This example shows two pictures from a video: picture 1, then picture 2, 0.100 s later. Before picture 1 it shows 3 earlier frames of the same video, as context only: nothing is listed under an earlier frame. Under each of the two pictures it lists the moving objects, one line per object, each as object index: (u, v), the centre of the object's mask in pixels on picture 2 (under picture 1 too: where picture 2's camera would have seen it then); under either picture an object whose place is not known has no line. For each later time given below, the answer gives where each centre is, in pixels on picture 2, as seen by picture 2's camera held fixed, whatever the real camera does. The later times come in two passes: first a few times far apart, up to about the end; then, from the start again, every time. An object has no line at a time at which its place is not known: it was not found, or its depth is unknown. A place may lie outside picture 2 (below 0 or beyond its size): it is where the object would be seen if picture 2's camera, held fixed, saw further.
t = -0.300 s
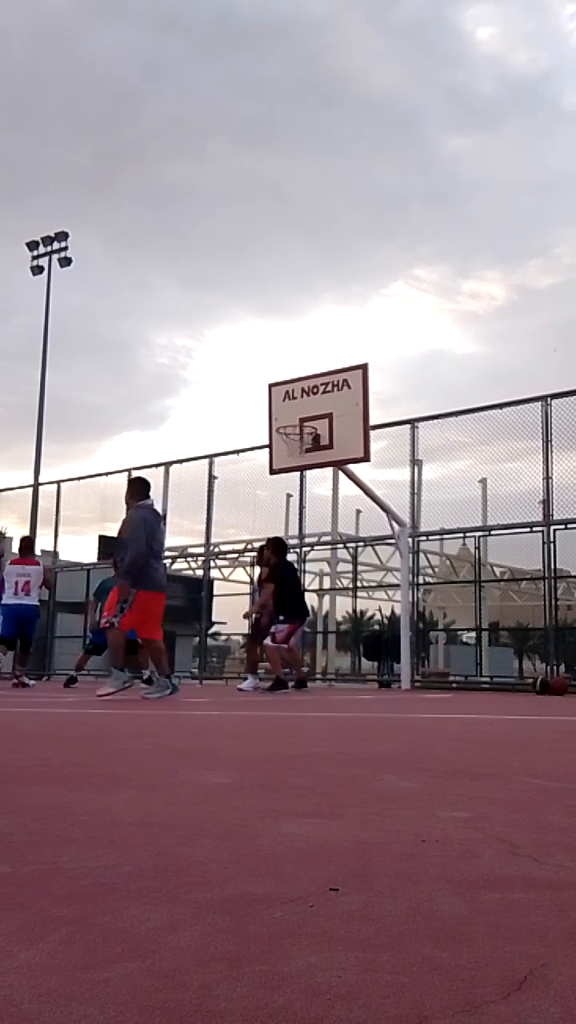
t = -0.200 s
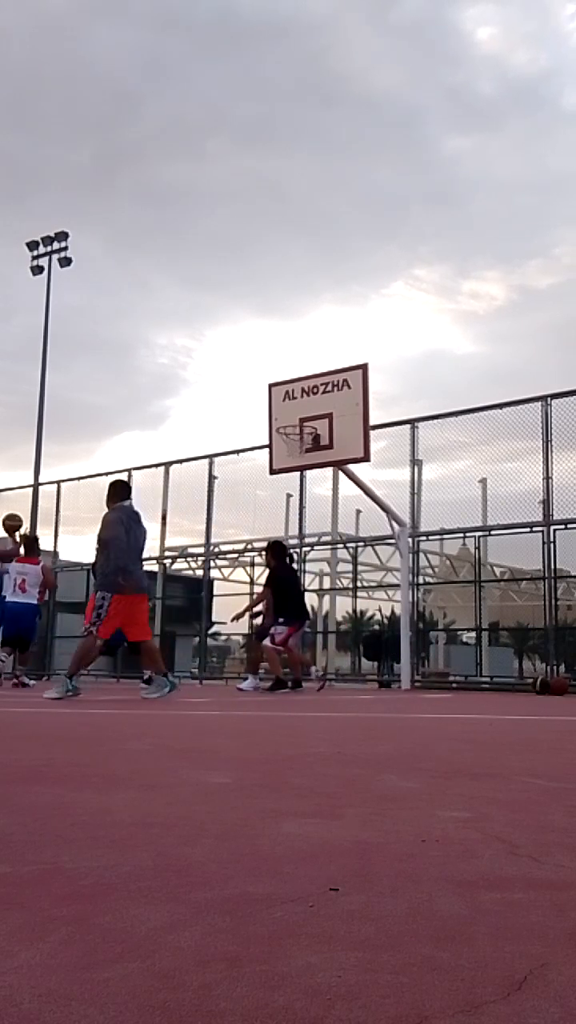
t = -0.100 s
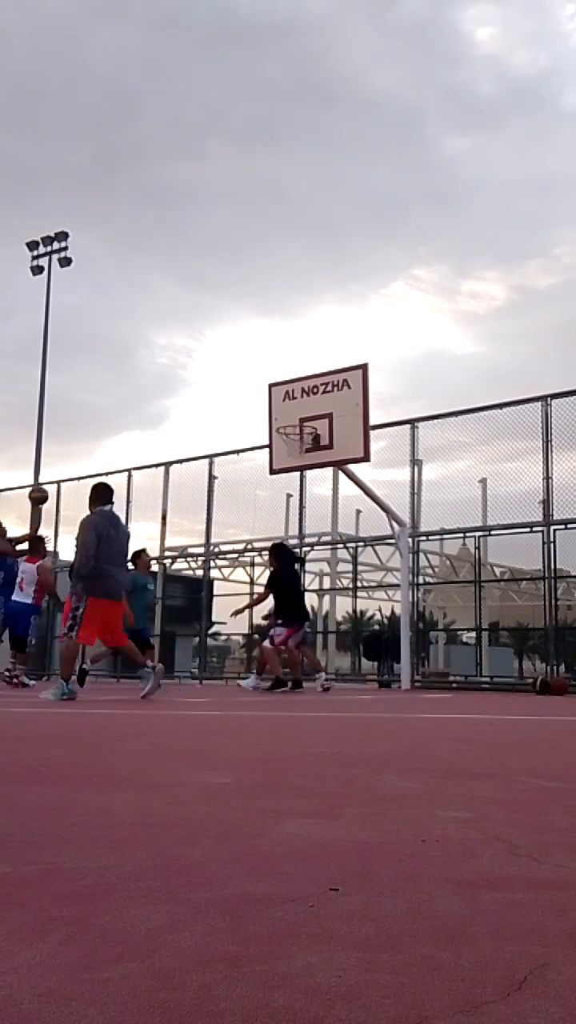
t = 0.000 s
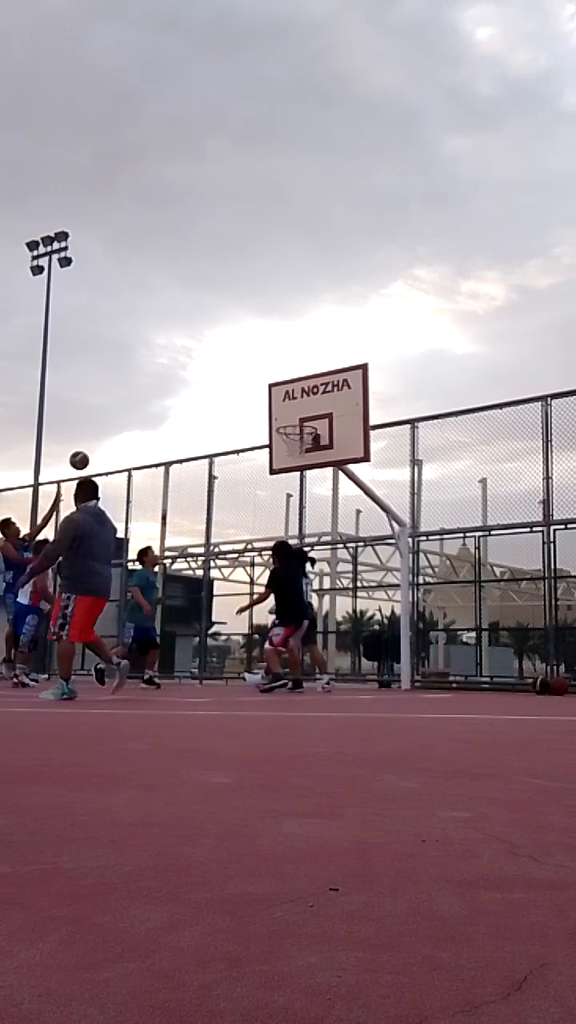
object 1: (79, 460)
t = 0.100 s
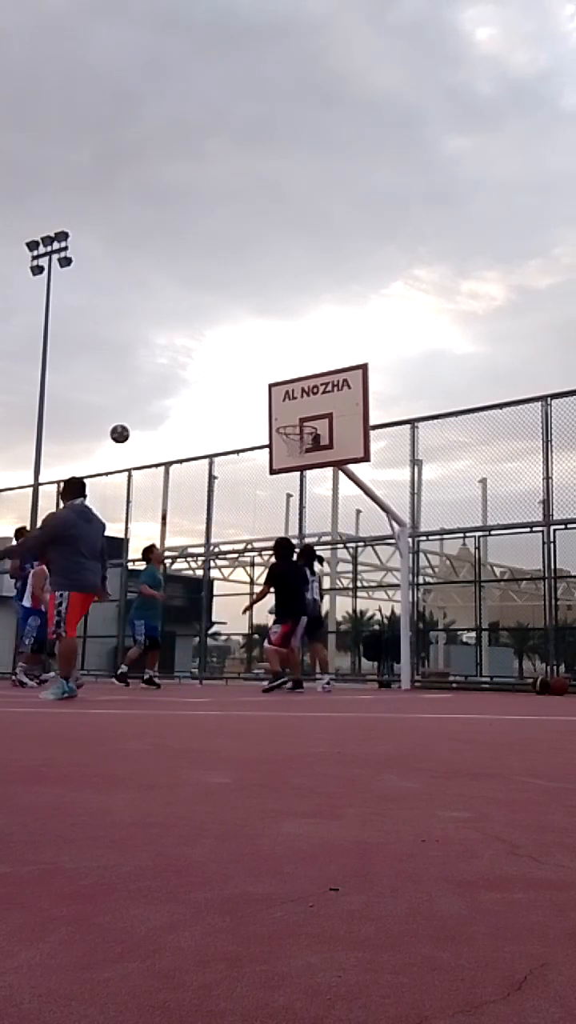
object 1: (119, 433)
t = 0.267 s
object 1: (185, 408)
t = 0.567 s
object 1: (284, 414)
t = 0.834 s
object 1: (306, 441)
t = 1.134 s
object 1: (295, 457)
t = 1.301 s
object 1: (283, 488)
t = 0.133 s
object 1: (133, 426)
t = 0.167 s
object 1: (146, 420)
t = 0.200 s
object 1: (159, 415)
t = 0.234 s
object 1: (172, 411)
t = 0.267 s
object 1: (185, 408)
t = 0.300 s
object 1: (198, 405)
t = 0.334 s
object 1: (210, 404)
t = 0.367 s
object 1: (223, 403)
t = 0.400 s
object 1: (235, 403)
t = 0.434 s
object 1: (248, 404)
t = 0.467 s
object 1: (261, 406)
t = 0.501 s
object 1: (273, 409)
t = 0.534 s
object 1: (283, 412)
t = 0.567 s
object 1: (284, 414)
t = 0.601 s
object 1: (284, 416)
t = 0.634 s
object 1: (285, 420)
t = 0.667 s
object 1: (285, 425)
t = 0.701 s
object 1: (288, 430)
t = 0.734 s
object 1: (292, 433)
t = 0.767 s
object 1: (298, 439)
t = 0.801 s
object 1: (303, 440)
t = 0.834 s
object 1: (306, 441)
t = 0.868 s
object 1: (308, 442)
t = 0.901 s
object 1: (308, 442)
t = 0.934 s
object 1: (308, 442)
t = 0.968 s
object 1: (308, 443)
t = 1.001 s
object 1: (306, 445)
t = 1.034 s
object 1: (303, 447)
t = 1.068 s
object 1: (300, 450)
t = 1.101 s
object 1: (297, 453)
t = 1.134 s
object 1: (295, 457)
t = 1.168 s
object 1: (293, 461)
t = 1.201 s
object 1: (291, 466)
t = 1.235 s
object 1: (288, 473)
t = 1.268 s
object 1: (285, 480)
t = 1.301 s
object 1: (283, 488)
